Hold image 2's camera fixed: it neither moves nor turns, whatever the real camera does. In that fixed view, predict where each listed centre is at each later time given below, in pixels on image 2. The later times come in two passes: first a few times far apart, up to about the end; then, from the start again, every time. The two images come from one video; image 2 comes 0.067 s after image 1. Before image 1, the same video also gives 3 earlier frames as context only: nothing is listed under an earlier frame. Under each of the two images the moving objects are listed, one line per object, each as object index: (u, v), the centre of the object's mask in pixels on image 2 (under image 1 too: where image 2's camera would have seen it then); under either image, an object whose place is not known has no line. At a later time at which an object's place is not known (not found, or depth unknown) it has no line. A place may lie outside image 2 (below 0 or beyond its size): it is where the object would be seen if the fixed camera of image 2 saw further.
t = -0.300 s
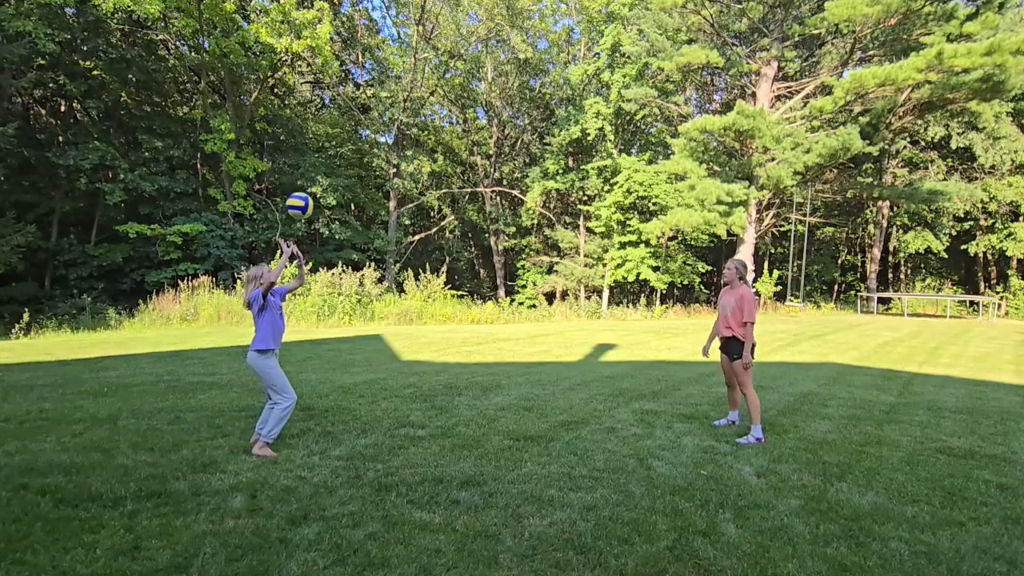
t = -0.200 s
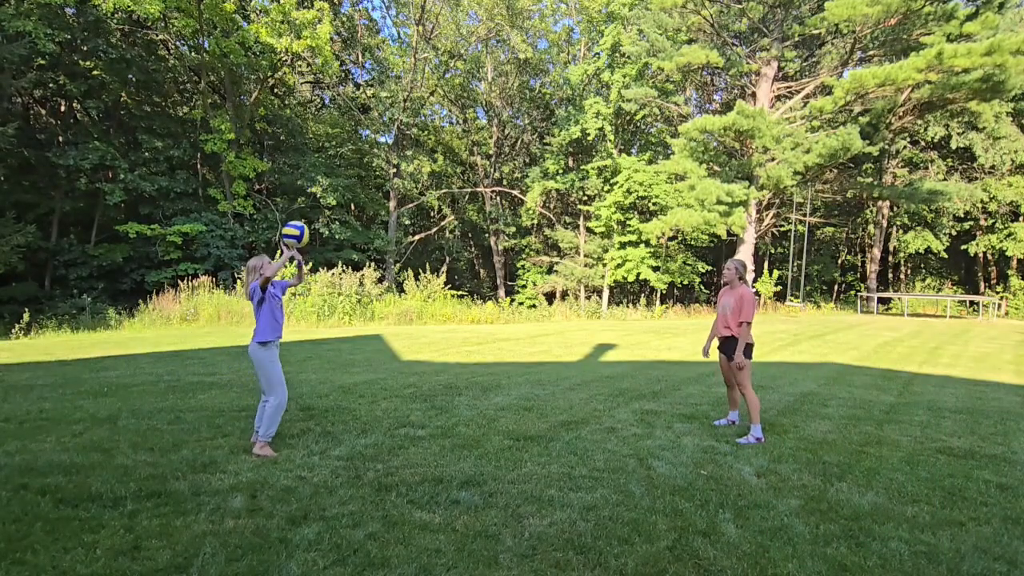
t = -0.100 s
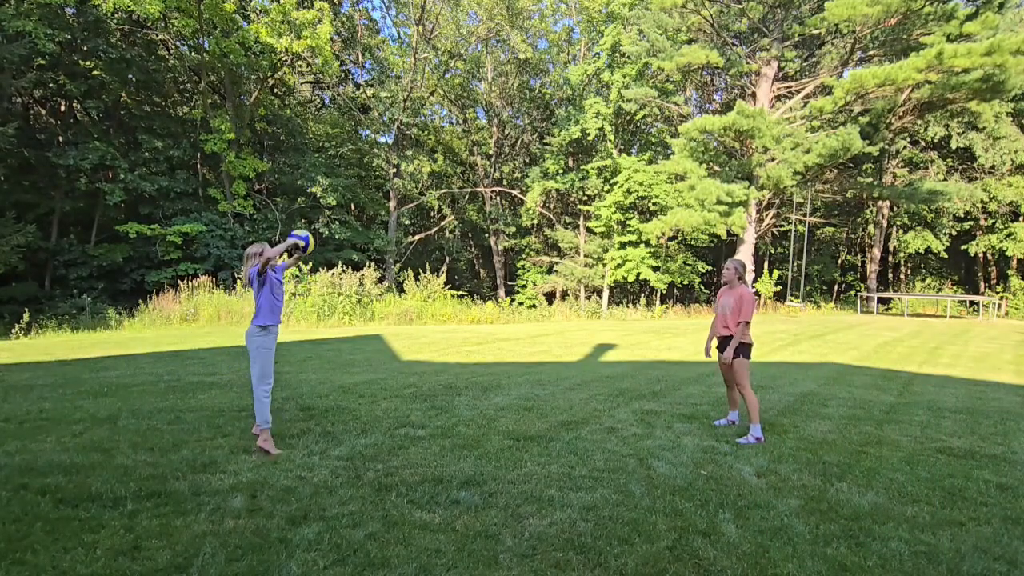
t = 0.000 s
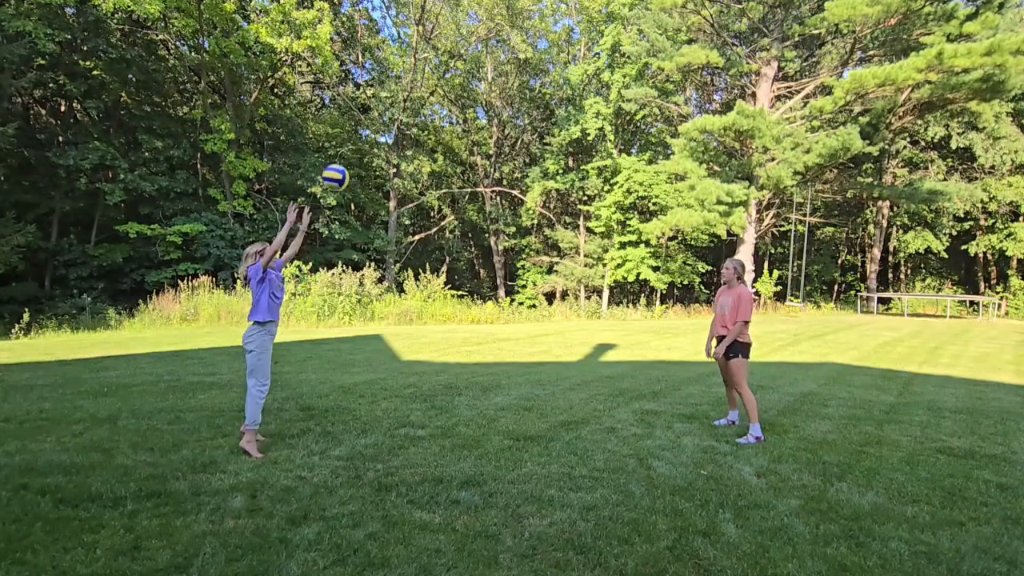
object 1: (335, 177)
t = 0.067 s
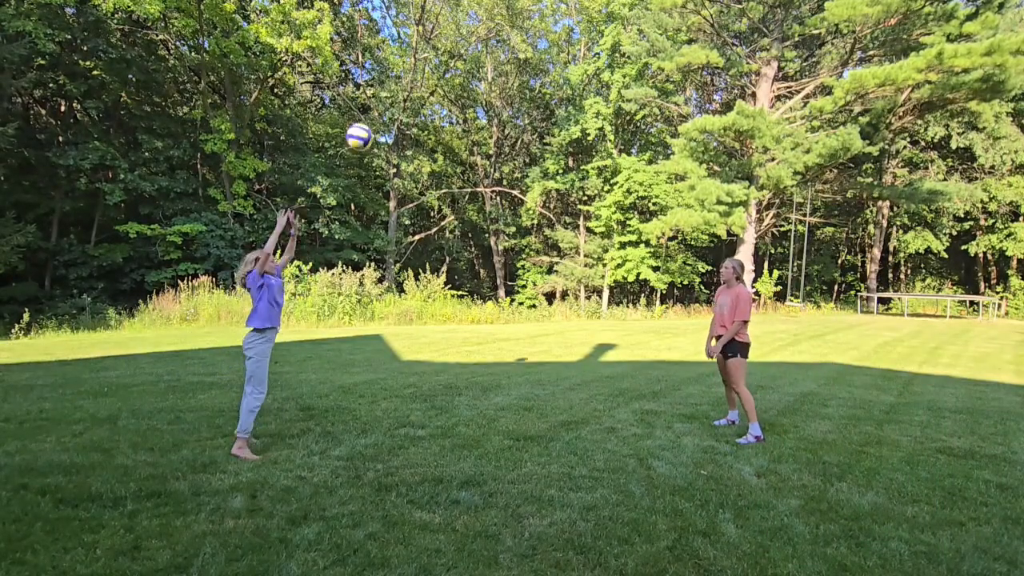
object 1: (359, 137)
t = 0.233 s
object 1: (415, 60)
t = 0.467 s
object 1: (491, 13)
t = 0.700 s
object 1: (557, 31)
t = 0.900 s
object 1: (608, 95)
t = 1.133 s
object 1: (659, 220)
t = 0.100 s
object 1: (370, 118)
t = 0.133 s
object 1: (381, 101)
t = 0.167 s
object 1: (393, 86)
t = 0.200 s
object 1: (404, 73)
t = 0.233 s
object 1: (415, 60)
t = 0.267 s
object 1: (426, 49)
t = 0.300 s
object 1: (437, 39)
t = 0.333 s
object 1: (448, 31)
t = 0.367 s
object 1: (459, 24)
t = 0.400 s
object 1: (469, 19)
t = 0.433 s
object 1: (479, 16)
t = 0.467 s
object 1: (491, 13)
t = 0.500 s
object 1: (500, 12)
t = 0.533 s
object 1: (510, 12)
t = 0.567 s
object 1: (519, 12)
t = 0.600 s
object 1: (529, 15)
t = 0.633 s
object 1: (539, 19)
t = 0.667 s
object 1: (548, 25)
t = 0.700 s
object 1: (557, 31)
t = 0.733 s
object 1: (567, 38)
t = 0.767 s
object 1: (575, 48)
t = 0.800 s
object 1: (584, 58)
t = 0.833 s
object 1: (592, 69)
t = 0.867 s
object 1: (600, 81)
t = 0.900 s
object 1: (608, 95)
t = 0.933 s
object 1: (616, 110)
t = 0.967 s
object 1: (623, 125)
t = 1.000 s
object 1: (631, 143)
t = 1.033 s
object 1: (638, 160)
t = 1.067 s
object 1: (646, 180)
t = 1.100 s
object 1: (652, 200)
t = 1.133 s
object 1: (659, 220)
